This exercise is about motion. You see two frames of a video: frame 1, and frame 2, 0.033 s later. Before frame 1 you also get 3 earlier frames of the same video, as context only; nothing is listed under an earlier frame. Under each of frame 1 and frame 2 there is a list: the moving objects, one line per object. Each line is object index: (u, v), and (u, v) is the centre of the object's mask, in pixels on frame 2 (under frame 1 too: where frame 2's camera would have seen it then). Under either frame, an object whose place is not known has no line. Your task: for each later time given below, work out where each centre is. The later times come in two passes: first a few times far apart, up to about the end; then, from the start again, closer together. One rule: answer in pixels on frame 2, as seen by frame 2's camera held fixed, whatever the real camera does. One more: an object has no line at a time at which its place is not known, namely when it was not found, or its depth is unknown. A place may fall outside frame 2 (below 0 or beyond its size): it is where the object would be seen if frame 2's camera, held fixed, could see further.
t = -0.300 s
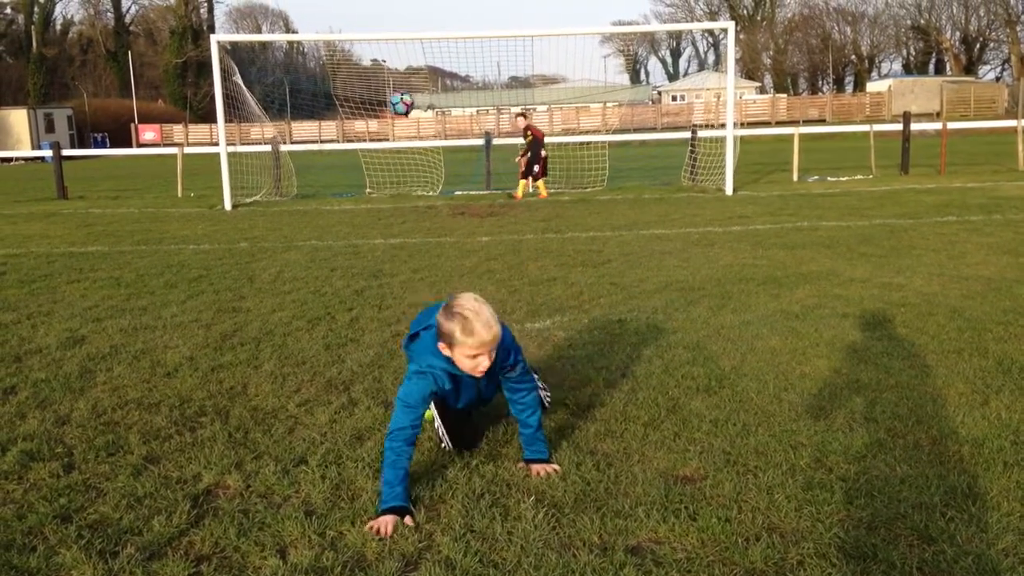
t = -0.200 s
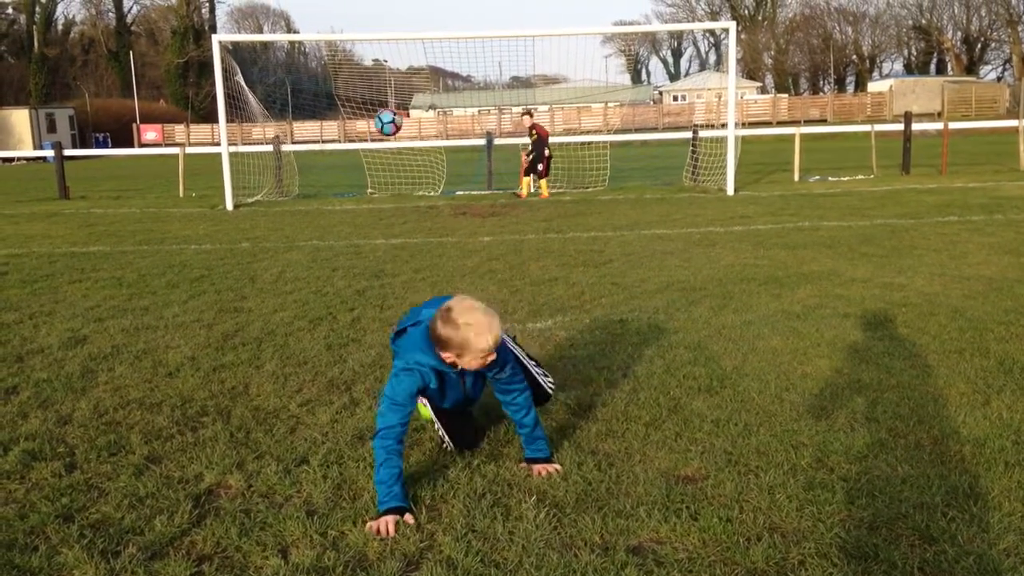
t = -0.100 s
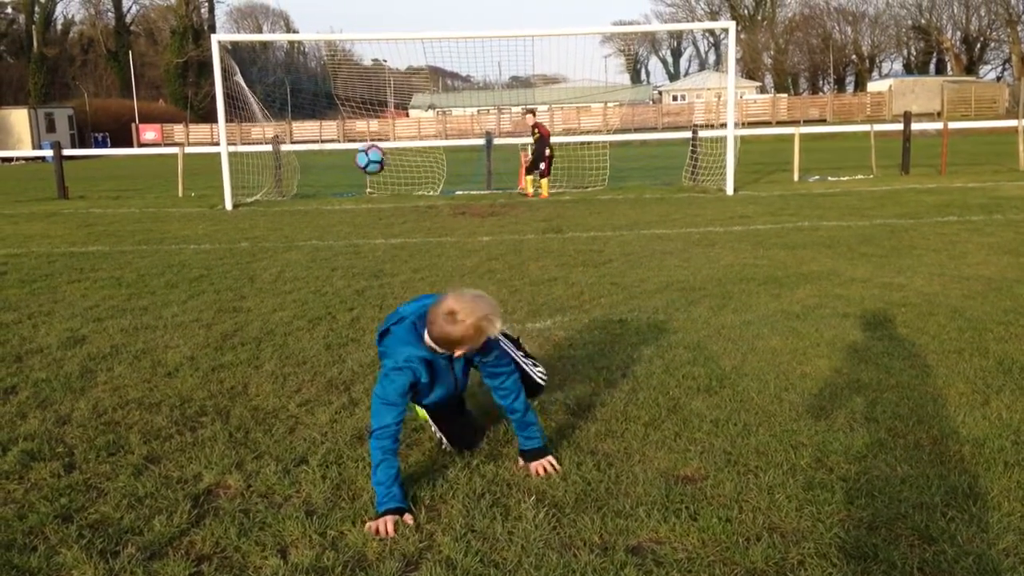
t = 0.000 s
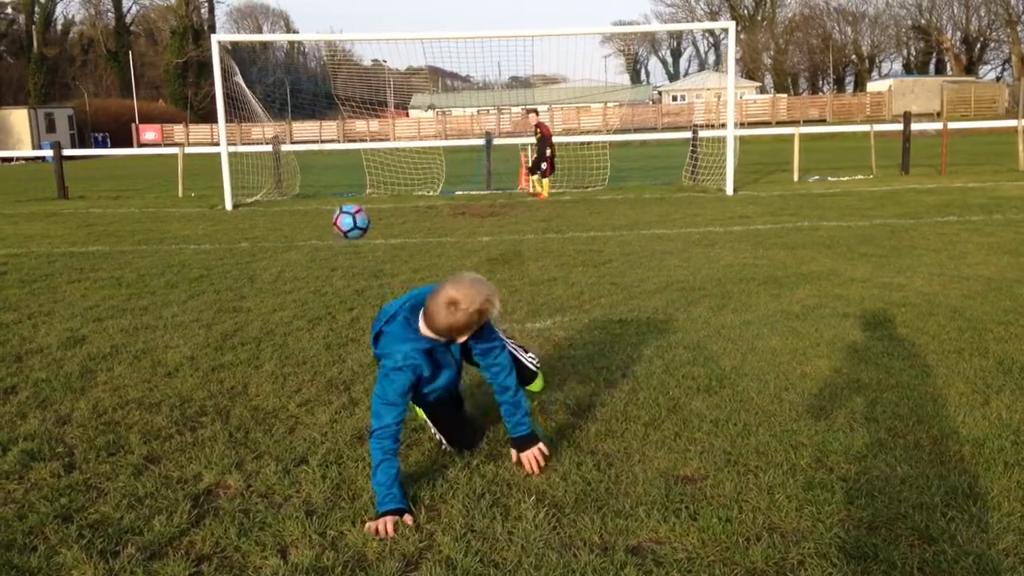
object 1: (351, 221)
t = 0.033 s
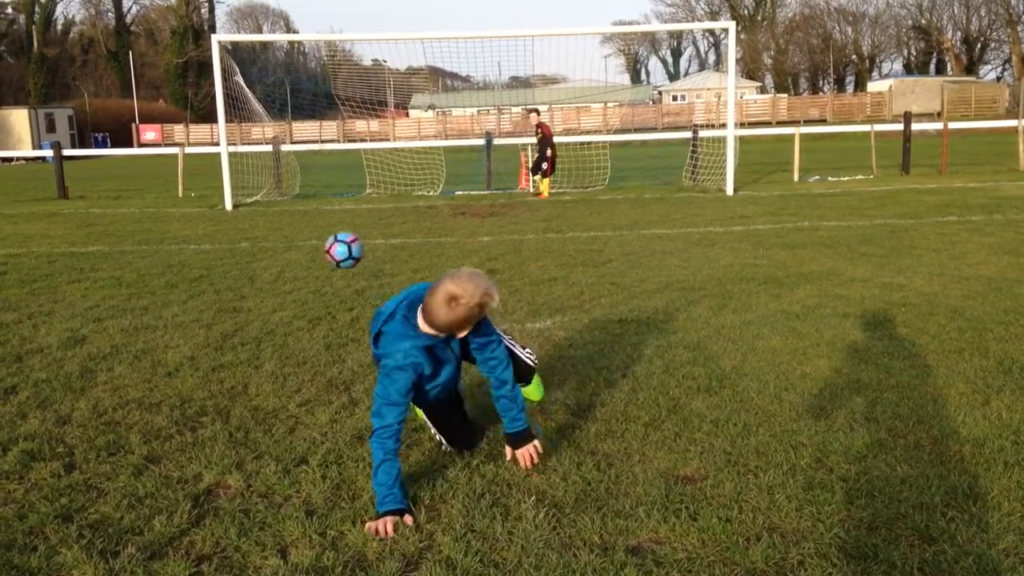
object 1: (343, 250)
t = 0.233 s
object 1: (288, 306)
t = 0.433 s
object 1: (194, 320)
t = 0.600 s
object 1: (43, 521)
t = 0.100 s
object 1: (327, 322)
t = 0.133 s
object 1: (319, 336)
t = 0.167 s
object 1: (309, 325)
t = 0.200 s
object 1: (299, 315)
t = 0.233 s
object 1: (288, 306)
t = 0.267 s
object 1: (277, 300)
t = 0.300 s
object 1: (263, 297)
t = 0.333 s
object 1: (249, 296)
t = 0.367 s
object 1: (232, 301)
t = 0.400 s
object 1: (215, 308)
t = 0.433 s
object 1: (194, 320)
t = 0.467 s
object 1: (170, 341)
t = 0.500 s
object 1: (143, 369)
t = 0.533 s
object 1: (112, 406)
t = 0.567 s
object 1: (76, 456)
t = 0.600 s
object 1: (43, 521)
